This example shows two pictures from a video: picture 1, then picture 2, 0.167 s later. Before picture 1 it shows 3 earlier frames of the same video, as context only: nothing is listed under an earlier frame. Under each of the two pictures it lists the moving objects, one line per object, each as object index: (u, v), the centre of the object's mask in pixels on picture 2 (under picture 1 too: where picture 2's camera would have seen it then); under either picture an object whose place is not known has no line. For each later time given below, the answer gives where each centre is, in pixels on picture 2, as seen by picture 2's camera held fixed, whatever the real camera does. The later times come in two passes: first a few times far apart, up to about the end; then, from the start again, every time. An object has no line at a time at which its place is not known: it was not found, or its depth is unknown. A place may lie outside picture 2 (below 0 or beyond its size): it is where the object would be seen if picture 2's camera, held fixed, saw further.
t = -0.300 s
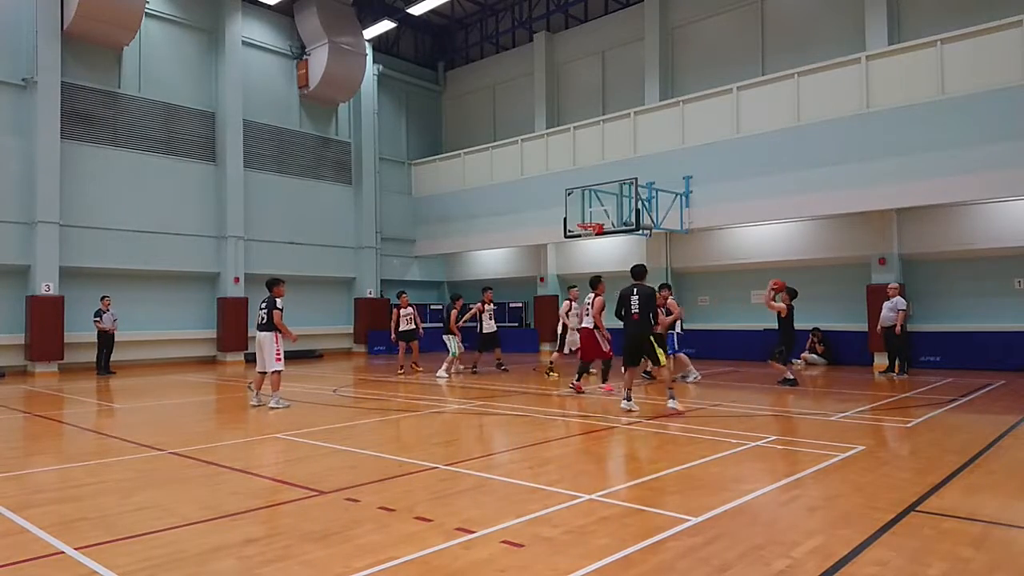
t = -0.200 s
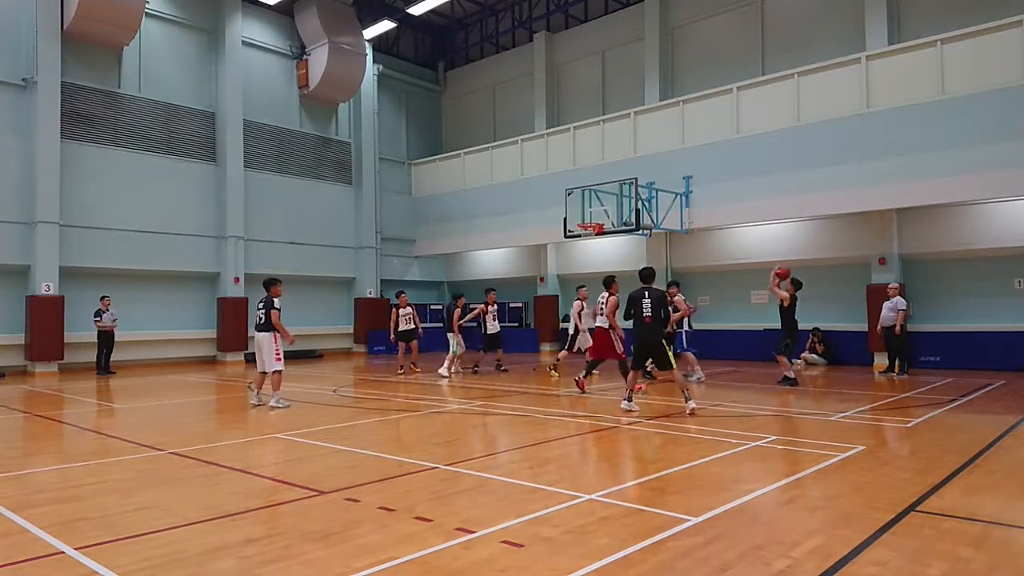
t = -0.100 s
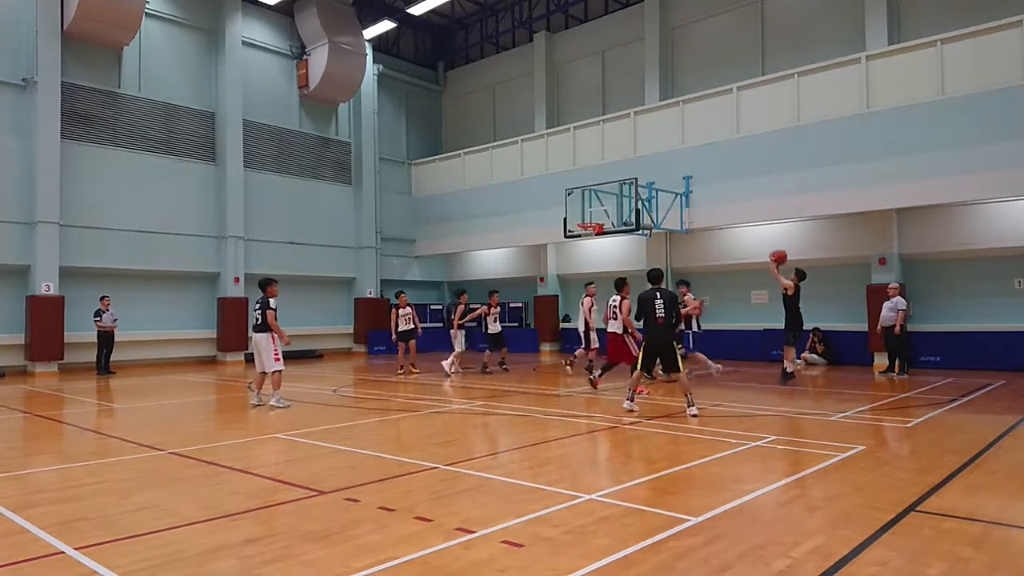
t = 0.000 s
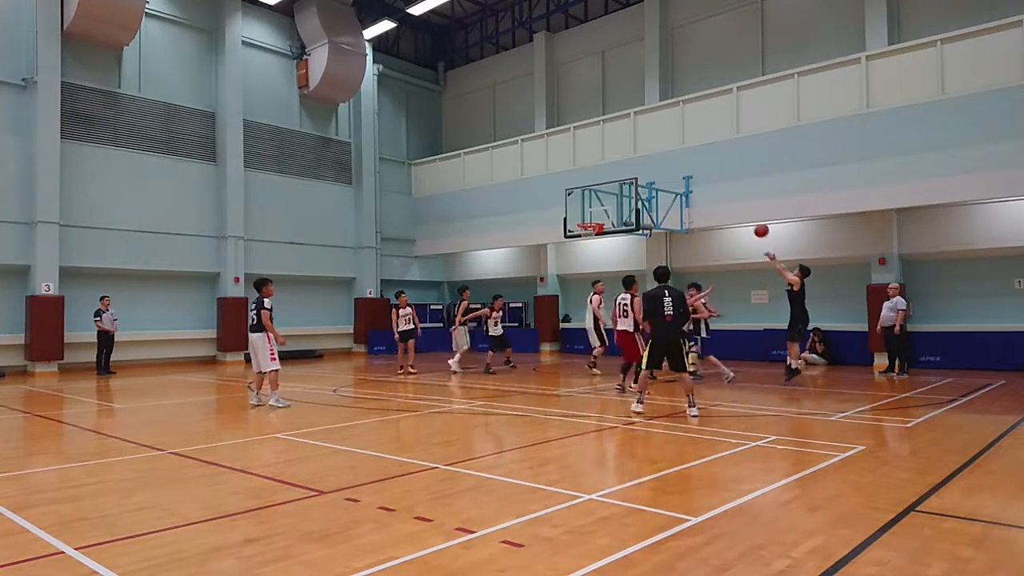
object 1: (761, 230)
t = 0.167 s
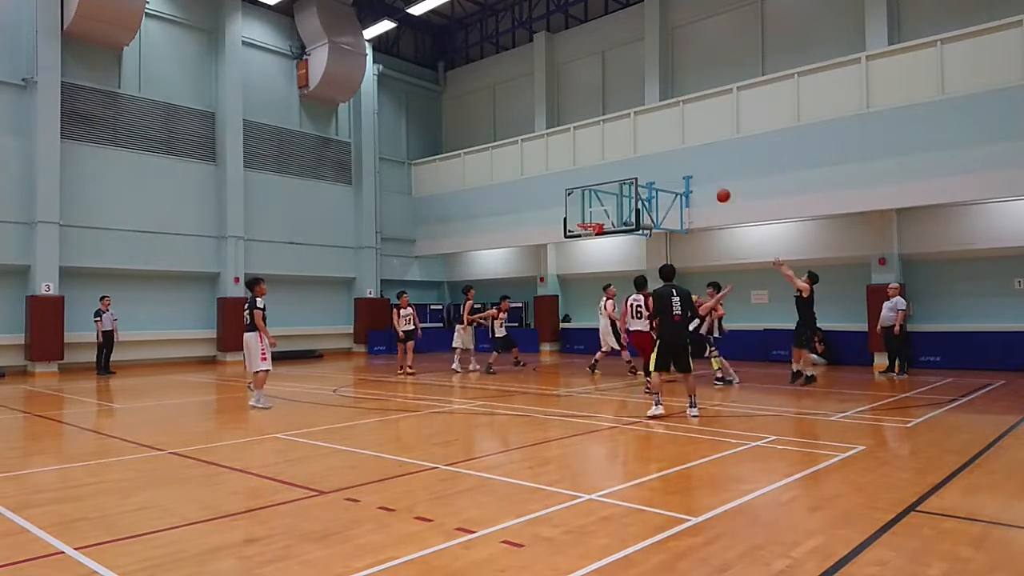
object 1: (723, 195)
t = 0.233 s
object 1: (709, 186)
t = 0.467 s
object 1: (664, 175)
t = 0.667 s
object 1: (631, 186)
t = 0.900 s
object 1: (595, 218)
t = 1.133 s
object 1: (570, 219)
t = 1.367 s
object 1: (547, 244)
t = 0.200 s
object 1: (716, 190)
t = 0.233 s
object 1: (709, 186)
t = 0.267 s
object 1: (702, 183)
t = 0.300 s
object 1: (696, 180)
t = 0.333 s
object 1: (689, 178)
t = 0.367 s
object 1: (683, 177)
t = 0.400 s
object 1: (676, 175)
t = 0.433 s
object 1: (670, 175)
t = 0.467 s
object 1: (664, 175)
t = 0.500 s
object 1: (658, 176)
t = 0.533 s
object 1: (652, 177)
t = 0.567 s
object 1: (647, 179)
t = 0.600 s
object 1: (641, 181)
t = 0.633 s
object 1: (635, 184)
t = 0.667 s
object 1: (631, 186)
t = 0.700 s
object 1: (624, 190)
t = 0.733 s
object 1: (620, 195)
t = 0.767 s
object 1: (615, 200)
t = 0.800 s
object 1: (609, 205)
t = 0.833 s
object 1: (604, 210)
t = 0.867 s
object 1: (600, 216)
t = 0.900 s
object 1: (595, 218)
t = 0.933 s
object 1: (592, 217)
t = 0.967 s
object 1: (588, 216)
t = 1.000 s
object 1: (585, 216)
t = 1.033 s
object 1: (581, 216)
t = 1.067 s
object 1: (578, 216)
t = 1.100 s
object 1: (574, 217)
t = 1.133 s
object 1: (570, 219)
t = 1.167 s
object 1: (567, 221)
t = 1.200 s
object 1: (564, 223)
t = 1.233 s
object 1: (560, 226)
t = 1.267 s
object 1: (557, 230)
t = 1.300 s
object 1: (554, 235)
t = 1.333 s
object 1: (551, 238)
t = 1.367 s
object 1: (547, 244)
